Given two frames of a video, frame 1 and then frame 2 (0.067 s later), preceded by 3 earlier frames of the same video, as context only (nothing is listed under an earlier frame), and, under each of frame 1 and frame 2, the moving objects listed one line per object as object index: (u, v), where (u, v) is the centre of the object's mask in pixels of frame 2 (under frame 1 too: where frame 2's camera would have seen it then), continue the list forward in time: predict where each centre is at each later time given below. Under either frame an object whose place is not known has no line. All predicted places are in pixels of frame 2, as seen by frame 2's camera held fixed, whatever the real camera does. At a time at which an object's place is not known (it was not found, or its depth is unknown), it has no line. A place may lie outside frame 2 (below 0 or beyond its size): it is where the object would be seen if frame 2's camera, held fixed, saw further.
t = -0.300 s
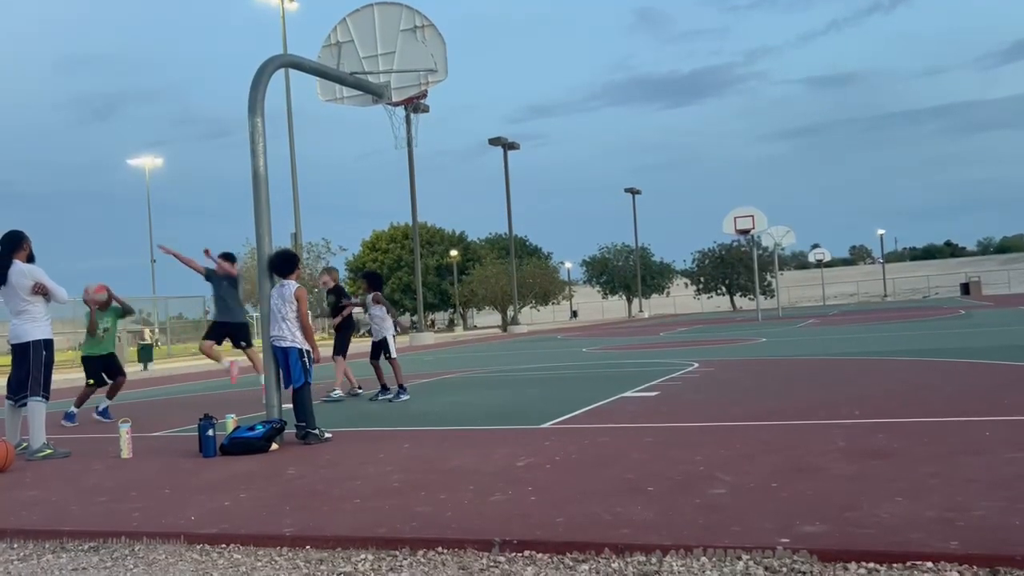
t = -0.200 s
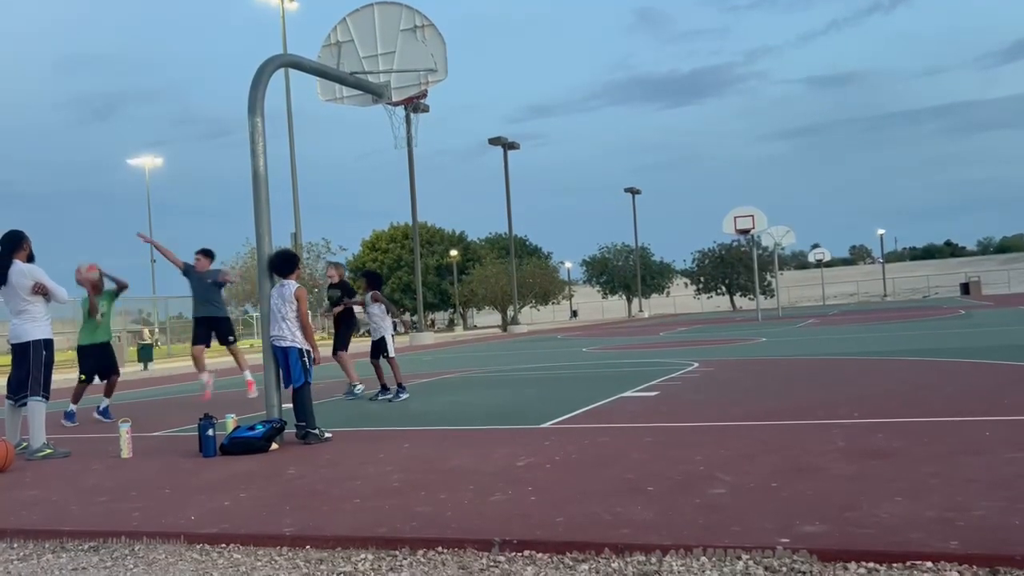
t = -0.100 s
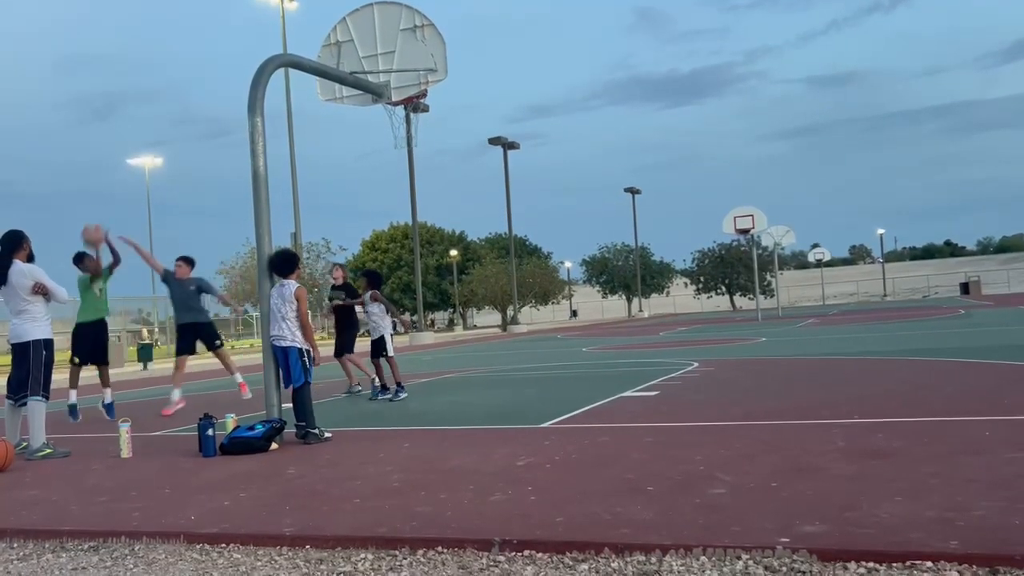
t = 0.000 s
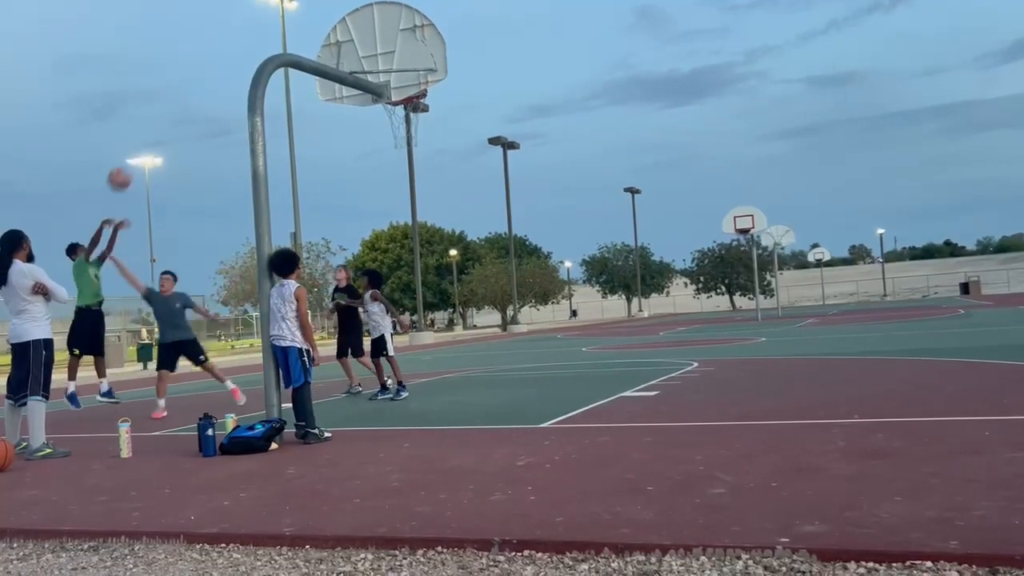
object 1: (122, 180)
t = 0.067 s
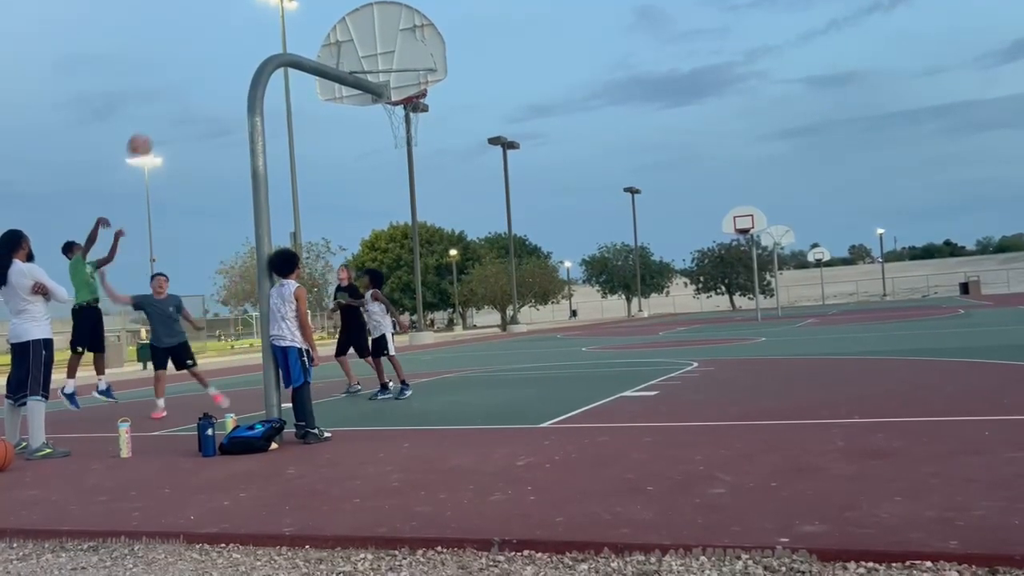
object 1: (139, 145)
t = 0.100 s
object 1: (147, 132)
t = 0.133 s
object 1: (156, 120)
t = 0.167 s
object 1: (167, 108)
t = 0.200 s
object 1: (175, 97)
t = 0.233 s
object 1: (185, 87)
